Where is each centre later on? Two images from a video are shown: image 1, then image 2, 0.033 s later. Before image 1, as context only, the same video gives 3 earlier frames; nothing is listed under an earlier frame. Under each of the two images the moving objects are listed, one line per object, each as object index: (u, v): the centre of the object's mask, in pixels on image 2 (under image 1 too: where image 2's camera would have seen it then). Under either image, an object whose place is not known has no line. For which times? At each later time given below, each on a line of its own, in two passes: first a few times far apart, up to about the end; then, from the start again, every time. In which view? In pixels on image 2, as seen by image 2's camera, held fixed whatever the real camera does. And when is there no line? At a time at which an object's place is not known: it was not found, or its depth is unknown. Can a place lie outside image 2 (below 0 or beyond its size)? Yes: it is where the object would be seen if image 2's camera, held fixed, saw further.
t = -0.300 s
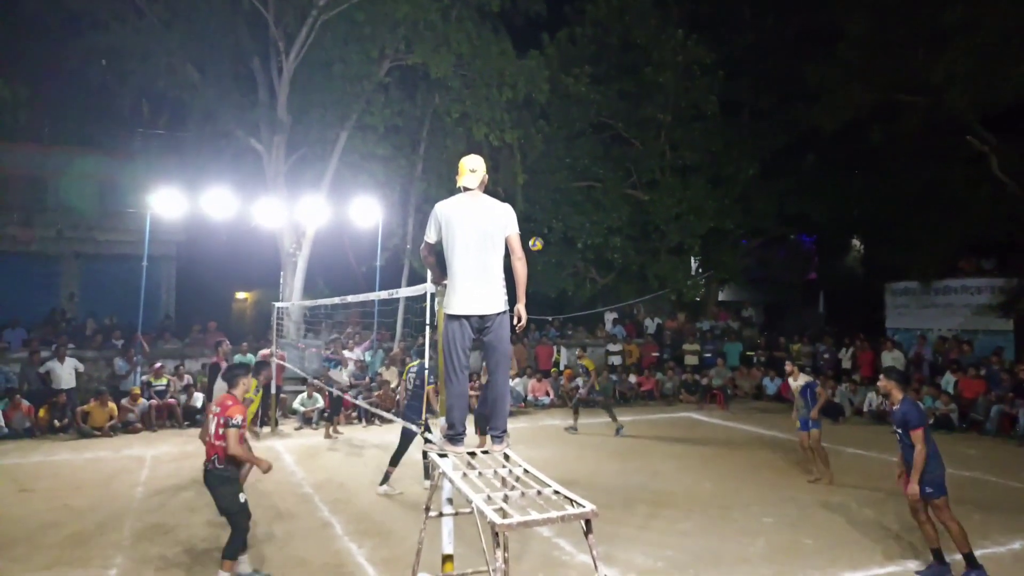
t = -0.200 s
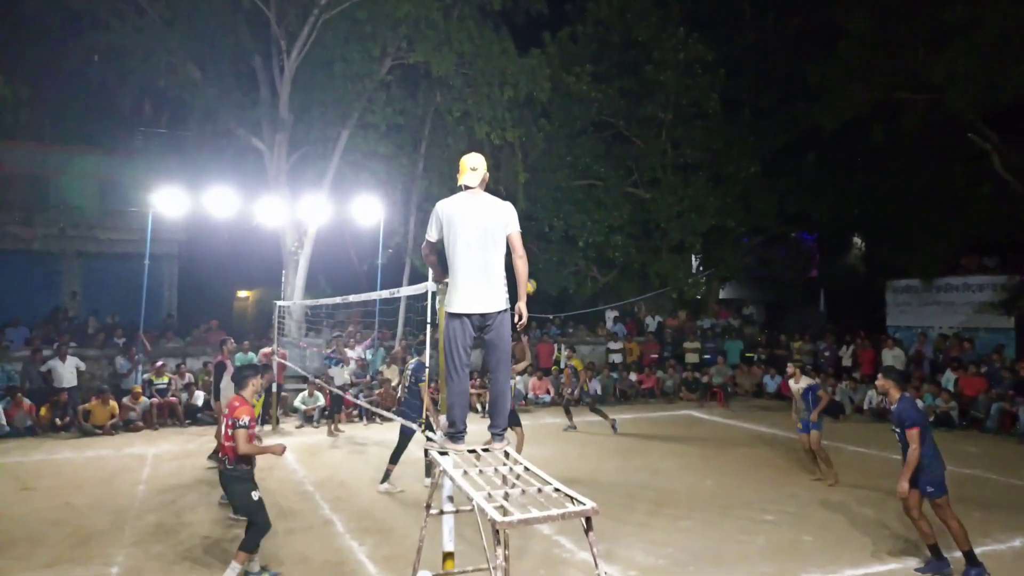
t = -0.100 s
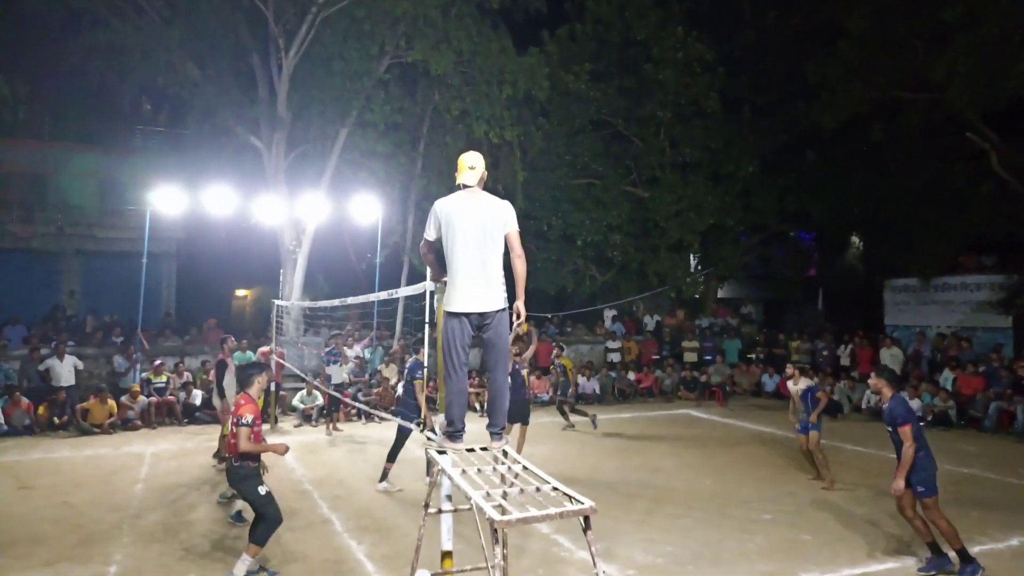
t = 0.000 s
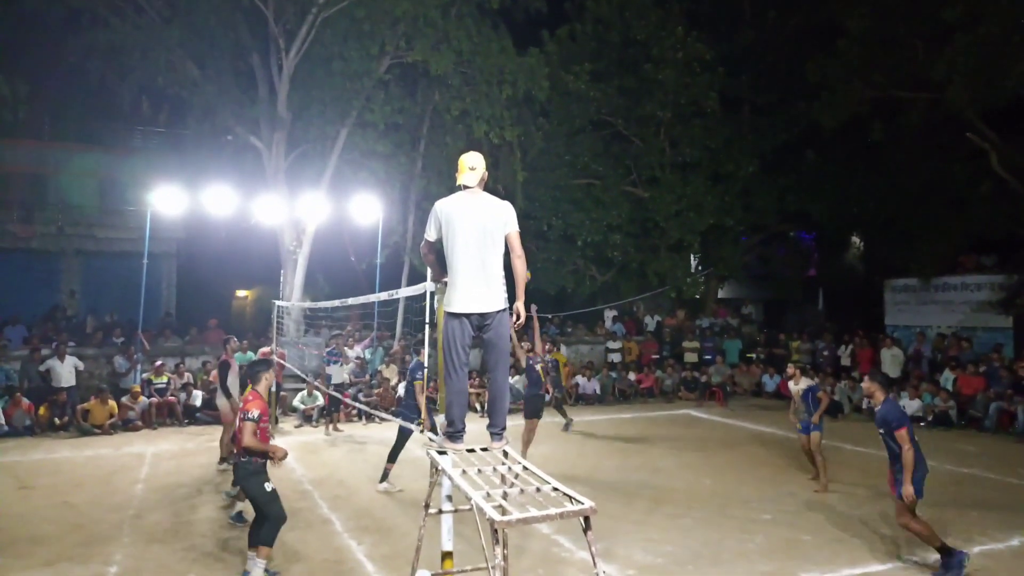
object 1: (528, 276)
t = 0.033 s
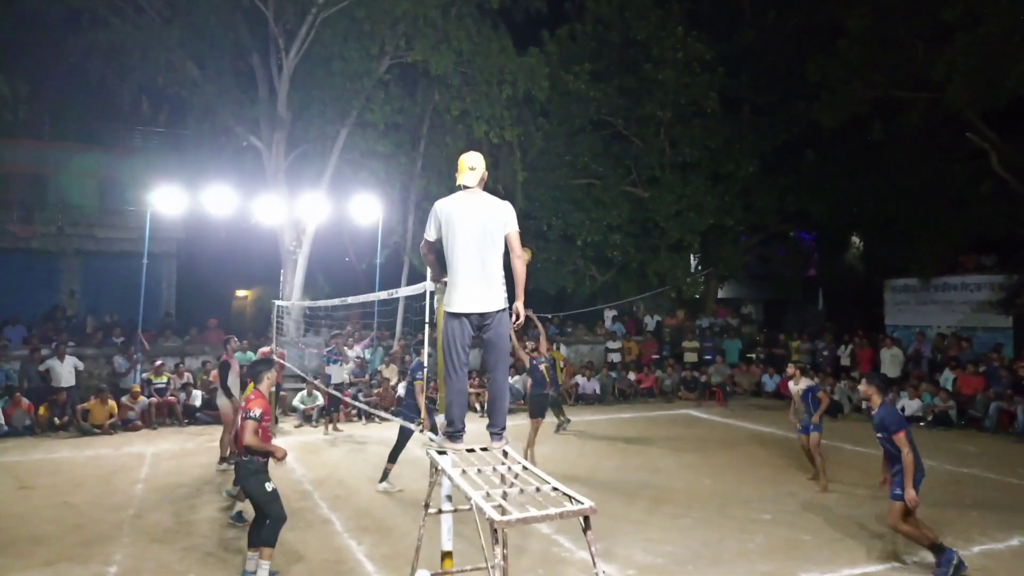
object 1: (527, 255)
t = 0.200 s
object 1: (528, 175)
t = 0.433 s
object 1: (538, 86)
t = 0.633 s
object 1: (548, 35)
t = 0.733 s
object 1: (553, 22)
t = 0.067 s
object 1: (525, 238)
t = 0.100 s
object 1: (525, 222)
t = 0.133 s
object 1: (526, 207)
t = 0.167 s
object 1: (527, 189)
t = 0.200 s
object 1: (528, 175)
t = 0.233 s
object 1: (530, 161)
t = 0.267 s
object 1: (531, 147)
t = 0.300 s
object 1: (532, 133)
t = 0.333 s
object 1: (534, 121)
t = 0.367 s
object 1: (535, 109)
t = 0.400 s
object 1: (537, 97)
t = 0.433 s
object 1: (538, 86)
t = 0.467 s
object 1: (540, 77)
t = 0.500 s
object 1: (542, 66)
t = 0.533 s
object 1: (543, 57)
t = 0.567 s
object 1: (544, 50)
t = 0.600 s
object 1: (546, 42)
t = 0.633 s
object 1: (548, 35)
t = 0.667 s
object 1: (549, 30)
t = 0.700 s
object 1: (551, 26)
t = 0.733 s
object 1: (553, 22)
